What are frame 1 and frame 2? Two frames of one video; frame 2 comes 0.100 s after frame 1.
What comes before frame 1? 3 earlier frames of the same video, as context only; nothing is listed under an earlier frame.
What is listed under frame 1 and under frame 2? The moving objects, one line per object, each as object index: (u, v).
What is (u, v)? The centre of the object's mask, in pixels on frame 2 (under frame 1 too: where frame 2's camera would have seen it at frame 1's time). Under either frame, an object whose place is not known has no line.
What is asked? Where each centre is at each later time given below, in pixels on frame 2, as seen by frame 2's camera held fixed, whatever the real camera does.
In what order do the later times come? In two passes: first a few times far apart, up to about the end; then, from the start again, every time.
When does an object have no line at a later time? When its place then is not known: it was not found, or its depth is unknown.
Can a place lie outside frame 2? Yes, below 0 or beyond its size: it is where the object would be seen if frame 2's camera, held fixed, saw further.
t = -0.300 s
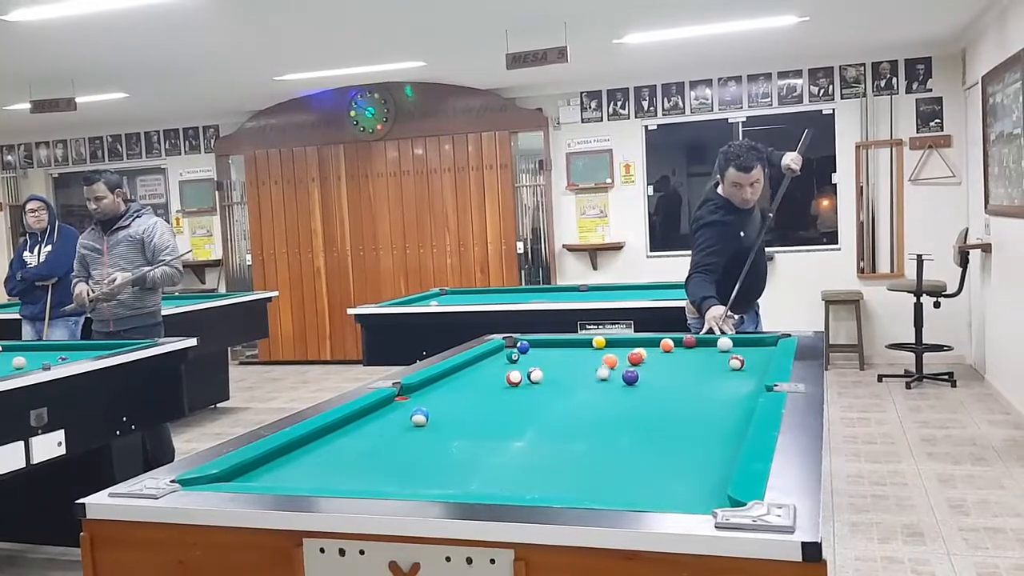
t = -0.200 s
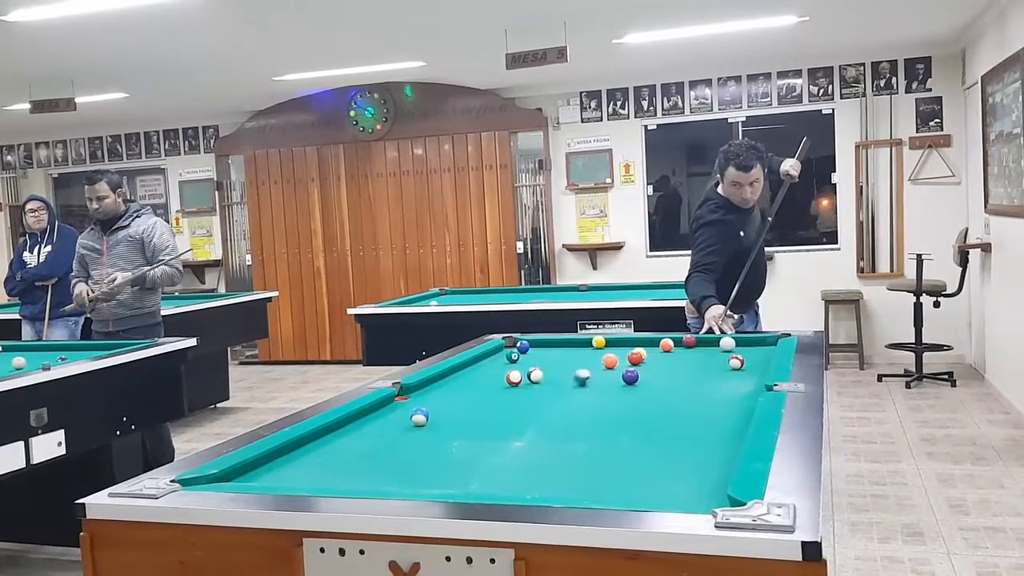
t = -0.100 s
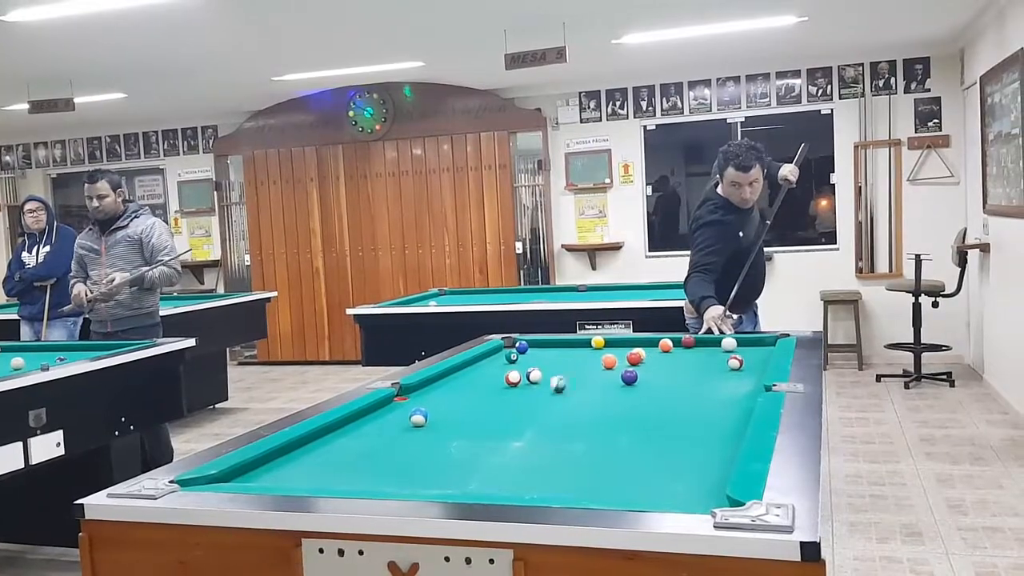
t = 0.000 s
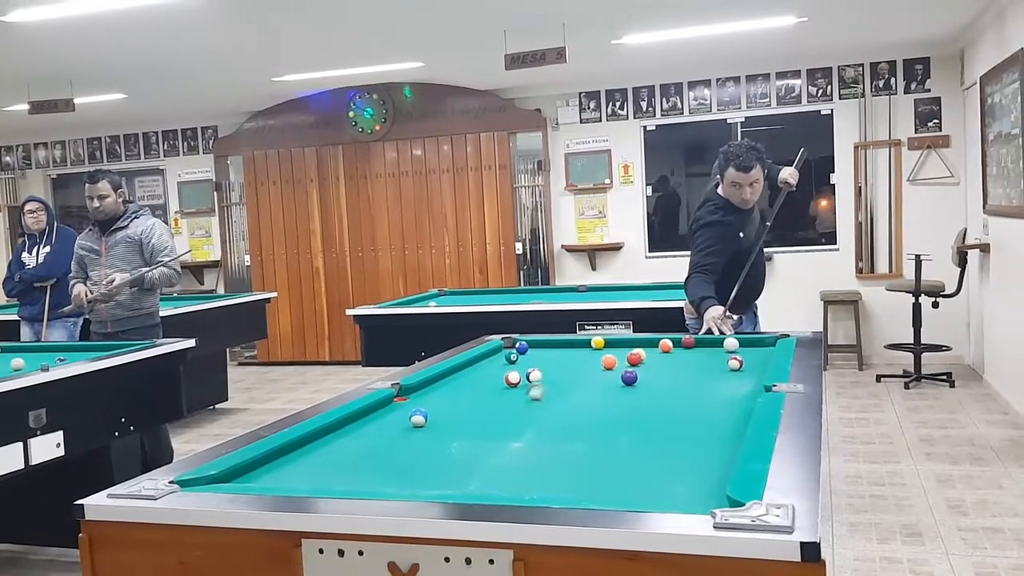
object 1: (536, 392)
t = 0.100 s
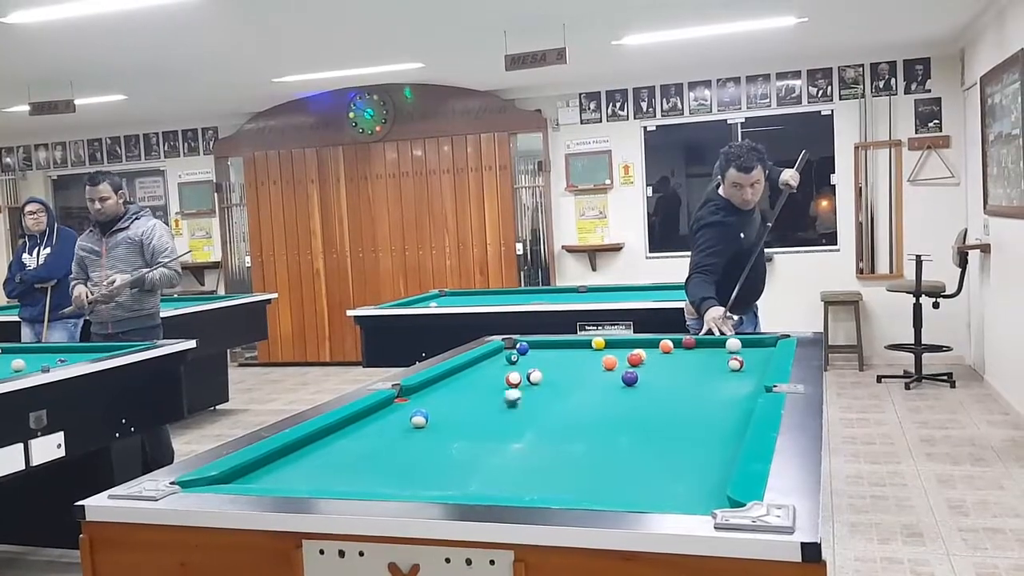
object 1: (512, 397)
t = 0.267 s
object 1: (469, 410)
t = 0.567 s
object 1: (381, 434)
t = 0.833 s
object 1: (288, 461)
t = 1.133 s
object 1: (216, 480)
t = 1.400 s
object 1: (249, 478)
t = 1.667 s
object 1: (284, 477)
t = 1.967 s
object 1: (316, 476)
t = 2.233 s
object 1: (340, 475)
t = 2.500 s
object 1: (361, 476)
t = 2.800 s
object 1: (377, 476)
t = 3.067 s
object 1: (387, 476)
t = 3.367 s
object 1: (394, 476)
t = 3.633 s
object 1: (394, 475)
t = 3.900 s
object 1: (394, 475)
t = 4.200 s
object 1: (394, 475)
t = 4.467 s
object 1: (394, 475)
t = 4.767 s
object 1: (394, 475)
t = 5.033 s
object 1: (394, 475)
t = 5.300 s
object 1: (394, 475)
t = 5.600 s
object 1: (394, 475)
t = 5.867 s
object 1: (394, 475)
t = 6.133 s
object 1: (394, 475)
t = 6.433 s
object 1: (394, 475)
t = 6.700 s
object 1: (394, 475)
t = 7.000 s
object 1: (394, 475)
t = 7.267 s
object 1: (394, 475)
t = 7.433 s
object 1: (394, 475)
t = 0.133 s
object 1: (503, 401)
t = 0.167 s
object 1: (495, 403)
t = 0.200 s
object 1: (486, 405)
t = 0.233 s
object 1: (479, 407)
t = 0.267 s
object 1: (469, 410)
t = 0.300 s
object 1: (460, 415)
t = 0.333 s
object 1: (450, 415)
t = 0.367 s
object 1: (441, 418)
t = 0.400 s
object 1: (432, 420)
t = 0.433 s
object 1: (420, 424)
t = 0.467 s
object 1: (413, 426)
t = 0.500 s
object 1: (401, 429)
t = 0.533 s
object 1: (392, 432)
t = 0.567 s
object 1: (381, 434)
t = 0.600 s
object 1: (369, 439)
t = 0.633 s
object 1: (360, 441)
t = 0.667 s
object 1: (347, 445)
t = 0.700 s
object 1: (338, 448)
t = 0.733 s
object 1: (325, 451)
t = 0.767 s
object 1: (313, 456)
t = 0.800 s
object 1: (301, 458)
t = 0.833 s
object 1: (288, 461)
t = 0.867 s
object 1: (277, 465)
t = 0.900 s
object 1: (263, 468)
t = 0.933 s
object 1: (251, 472)
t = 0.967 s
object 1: (237, 473)
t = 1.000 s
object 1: (228, 476)
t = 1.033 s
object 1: (223, 478)
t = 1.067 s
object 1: (217, 479)
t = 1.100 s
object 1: (214, 481)
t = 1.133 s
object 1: (216, 480)
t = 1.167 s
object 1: (216, 478)
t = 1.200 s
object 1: (220, 478)
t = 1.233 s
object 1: (225, 478)
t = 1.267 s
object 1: (230, 477)
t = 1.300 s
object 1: (233, 477)
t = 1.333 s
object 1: (240, 477)
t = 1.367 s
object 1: (245, 477)
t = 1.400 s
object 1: (249, 478)
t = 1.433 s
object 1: (253, 477)
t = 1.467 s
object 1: (257, 477)
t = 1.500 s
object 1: (261, 477)
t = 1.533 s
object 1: (266, 477)
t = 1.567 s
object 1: (270, 476)
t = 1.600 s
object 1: (275, 477)
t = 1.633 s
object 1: (279, 477)
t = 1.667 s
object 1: (284, 477)
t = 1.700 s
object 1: (287, 477)
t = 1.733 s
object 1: (292, 477)
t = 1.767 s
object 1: (294, 476)
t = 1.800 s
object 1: (298, 476)
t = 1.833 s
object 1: (302, 476)
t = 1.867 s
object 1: (306, 476)
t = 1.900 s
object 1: (310, 476)
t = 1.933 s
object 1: (313, 476)
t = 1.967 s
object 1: (316, 476)
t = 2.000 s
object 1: (320, 476)
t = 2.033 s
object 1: (324, 477)
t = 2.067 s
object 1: (327, 477)
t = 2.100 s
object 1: (329, 477)
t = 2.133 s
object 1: (332, 477)
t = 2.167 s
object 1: (335, 476)
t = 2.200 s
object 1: (337, 476)
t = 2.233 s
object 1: (340, 475)
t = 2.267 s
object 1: (343, 476)
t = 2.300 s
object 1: (346, 476)
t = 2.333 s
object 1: (349, 475)
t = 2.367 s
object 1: (351, 476)
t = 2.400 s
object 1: (354, 476)
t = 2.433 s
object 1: (356, 475)
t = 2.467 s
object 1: (359, 475)
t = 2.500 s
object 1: (361, 476)
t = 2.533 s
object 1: (363, 477)
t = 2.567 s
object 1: (365, 476)
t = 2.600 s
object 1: (367, 476)
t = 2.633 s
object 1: (369, 476)
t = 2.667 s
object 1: (370, 476)
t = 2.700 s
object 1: (372, 476)
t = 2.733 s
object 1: (374, 476)
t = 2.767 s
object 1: (375, 475)
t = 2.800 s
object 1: (377, 476)
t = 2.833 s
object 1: (378, 475)
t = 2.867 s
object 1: (380, 476)
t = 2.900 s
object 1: (381, 476)
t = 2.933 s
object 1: (382, 476)
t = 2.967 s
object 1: (384, 475)
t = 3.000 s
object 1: (385, 476)
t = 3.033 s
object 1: (386, 476)
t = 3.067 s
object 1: (387, 476)
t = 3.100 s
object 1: (388, 476)
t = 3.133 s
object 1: (389, 476)
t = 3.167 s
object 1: (390, 476)
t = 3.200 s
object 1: (391, 476)
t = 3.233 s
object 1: (392, 476)
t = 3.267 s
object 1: (392, 476)
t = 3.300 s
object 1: (393, 476)
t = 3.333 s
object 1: (393, 476)
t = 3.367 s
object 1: (394, 476)
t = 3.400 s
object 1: (394, 476)
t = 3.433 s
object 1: (394, 476)
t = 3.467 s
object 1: (395, 476)
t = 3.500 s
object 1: (395, 476)
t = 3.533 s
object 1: (395, 475)
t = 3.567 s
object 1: (395, 475)
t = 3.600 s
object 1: (395, 475)
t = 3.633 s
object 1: (394, 475)
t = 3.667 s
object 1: (394, 476)
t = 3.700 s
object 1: (394, 475)
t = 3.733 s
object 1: (394, 475)
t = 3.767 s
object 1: (394, 475)
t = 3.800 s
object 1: (394, 476)
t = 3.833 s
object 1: (394, 475)
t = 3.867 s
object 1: (394, 475)
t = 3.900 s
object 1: (394, 475)
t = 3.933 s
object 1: (394, 475)
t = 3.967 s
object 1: (394, 475)
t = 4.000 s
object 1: (394, 475)
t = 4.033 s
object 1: (394, 476)
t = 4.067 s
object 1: (394, 475)
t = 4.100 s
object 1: (394, 475)
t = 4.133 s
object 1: (394, 475)
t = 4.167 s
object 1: (394, 475)
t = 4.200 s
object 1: (394, 475)
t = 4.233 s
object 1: (394, 475)
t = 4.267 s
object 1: (394, 475)
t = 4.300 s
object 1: (394, 475)
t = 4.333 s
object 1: (394, 475)
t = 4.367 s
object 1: (394, 475)
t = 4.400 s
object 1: (394, 475)
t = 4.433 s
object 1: (394, 475)
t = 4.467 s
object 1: (394, 475)
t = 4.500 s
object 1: (394, 475)
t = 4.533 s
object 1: (394, 475)
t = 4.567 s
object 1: (394, 475)
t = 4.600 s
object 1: (394, 475)
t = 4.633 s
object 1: (394, 475)
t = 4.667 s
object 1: (394, 475)
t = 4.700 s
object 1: (394, 475)
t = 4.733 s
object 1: (394, 475)
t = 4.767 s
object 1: (394, 475)
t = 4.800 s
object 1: (394, 475)
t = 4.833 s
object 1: (394, 476)
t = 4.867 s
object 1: (394, 476)
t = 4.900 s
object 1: (394, 475)
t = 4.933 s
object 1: (394, 475)
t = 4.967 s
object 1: (394, 475)
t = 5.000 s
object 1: (394, 475)
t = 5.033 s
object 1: (394, 475)
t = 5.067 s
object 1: (394, 475)
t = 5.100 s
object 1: (394, 475)
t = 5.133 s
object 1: (394, 475)
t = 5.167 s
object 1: (394, 475)
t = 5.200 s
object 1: (394, 476)
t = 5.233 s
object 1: (394, 476)
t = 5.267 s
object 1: (394, 475)
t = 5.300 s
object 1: (394, 475)
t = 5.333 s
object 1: (394, 475)
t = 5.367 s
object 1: (394, 475)
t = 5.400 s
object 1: (394, 475)
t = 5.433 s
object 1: (394, 475)
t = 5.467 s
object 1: (394, 475)
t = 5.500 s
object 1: (394, 475)
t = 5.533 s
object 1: (394, 475)
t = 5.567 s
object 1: (394, 475)
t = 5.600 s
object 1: (394, 475)
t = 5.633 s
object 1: (394, 475)
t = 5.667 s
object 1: (394, 475)
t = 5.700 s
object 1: (394, 475)
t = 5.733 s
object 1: (394, 475)
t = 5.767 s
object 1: (394, 475)
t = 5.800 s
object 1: (394, 475)
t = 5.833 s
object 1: (394, 475)
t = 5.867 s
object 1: (394, 475)
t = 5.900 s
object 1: (394, 475)
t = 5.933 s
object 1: (394, 475)
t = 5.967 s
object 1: (394, 475)
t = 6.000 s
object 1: (394, 475)
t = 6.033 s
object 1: (394, 475)
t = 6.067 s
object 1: (394, 475)
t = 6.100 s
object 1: (394, 475)
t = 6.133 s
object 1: (394, 475)
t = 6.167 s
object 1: (394, 475)
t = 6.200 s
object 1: (394, 475)
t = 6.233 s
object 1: (394, 475)
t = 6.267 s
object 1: (394, 475)
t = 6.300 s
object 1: (394, 475)
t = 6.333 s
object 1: (394, 475)
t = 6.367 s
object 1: (394, 475)
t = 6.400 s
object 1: (394, 475)
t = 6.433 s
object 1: (394, 475)
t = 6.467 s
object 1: (394, 475)
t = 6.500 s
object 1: (394, 475)
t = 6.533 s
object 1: (394, 475)
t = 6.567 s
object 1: (394, 475)
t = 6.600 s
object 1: (394, 475)
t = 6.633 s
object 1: (394, 475)
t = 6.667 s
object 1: (394, 475)
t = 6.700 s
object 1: (394, 475)
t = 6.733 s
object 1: (394, 475)
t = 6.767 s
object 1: (394, 475)
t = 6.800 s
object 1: (394, 475)
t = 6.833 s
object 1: (394, 475)
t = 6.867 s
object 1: (394, 475)
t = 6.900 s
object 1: (394, 475)
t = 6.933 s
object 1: (394, 475)
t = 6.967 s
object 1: (394, 475)
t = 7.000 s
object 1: (394, 475)
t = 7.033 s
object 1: (394, 475)
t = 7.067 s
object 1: (394, 475)
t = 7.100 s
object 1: (394, 475)
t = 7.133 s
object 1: (394, 475)
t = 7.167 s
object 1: (394, 475)
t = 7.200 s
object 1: (394, 475)
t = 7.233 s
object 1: (394, 476)
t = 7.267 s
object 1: (394, 475)
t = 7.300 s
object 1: (394, 475)
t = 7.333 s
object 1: (394, 475)
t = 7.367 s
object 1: (394, 475)
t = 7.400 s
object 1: (394, 475)
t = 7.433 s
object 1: (394, 475)
